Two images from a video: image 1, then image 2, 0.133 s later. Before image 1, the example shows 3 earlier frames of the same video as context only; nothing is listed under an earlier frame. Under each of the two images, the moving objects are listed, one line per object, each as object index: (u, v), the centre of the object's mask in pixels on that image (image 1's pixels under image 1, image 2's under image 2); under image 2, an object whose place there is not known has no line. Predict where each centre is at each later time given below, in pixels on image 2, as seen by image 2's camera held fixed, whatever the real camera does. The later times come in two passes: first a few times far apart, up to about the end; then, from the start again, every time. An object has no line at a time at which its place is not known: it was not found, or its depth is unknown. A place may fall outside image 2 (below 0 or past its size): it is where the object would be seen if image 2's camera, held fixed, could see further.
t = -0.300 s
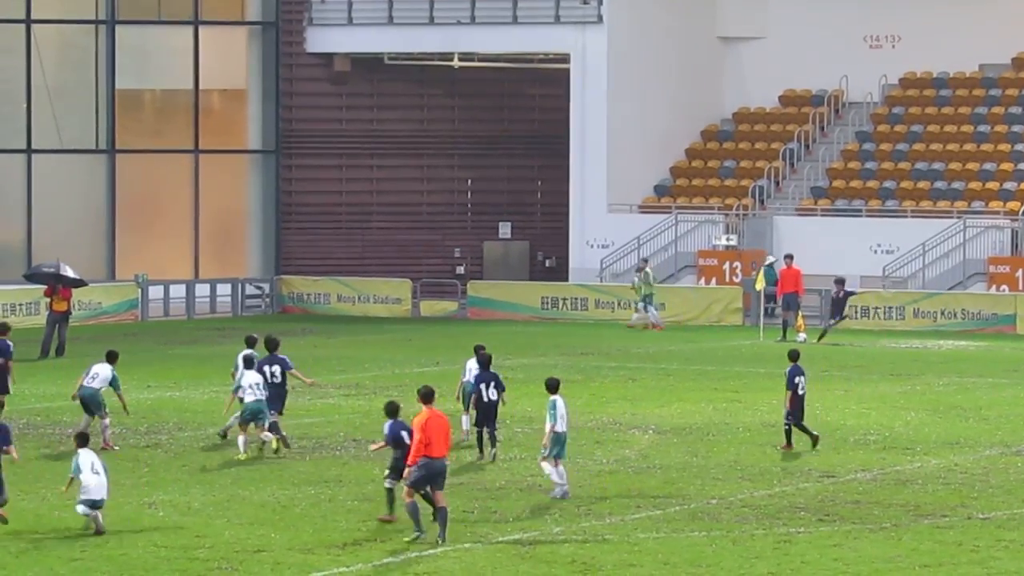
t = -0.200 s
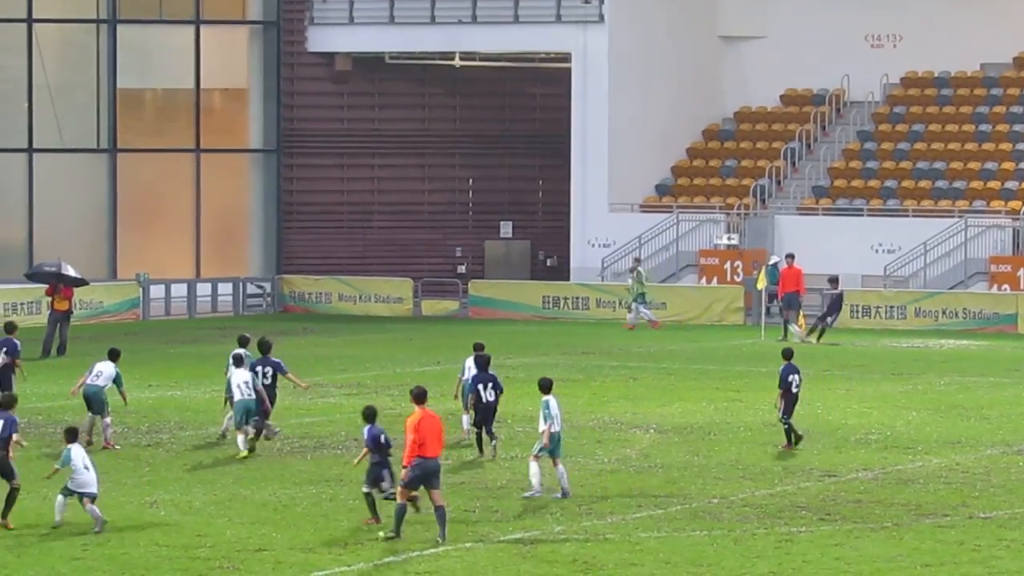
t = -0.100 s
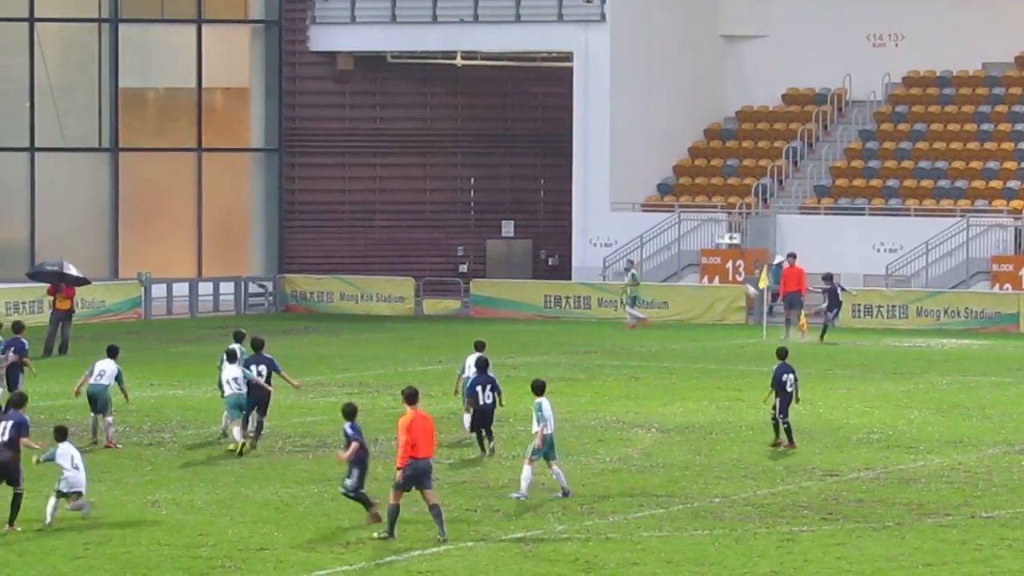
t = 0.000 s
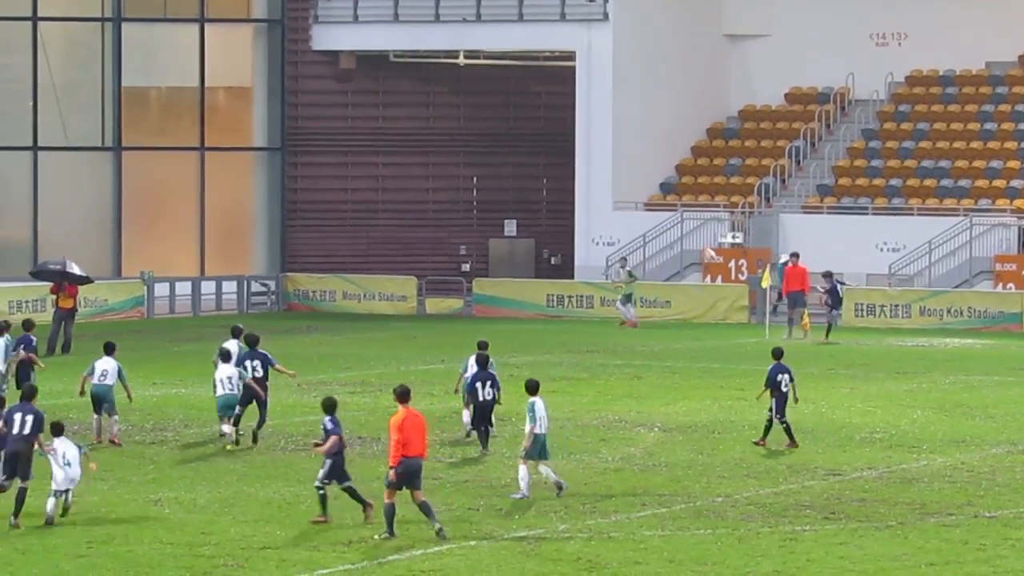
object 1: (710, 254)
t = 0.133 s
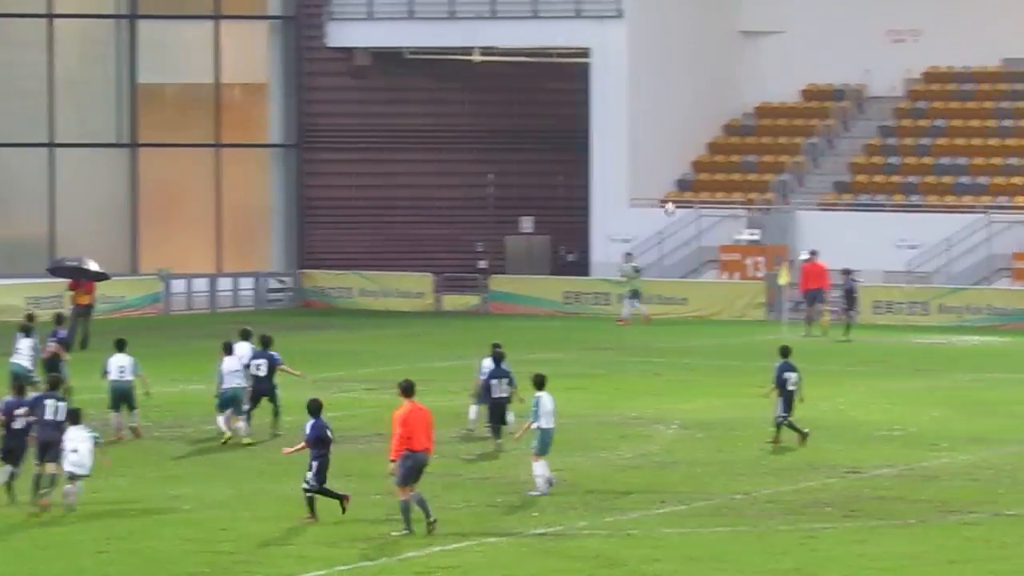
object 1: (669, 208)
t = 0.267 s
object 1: (616, 172)
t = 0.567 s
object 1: (506, 113)
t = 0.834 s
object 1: (412, 94)
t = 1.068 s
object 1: (335, 104)
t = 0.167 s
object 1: (656, 199)
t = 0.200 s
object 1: (642, 189)
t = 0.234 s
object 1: (629, 180)
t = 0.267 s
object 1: (616, 172)
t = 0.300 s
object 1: (604, 163)
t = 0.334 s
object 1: (591, 156)
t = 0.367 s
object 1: (578, 148)
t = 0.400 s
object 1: (566, 142)
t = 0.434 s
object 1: (554, 134)
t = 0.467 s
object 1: (542, 129)
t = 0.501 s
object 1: (530, 124)
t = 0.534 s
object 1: (518, 118)
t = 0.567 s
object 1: (506, 113)
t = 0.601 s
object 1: (494, 109)
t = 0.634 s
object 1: (482, 106)
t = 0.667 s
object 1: (470, 103)
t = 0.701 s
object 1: (459, 100)
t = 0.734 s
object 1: (447, 98)
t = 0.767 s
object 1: (436, 96)
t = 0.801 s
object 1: (424, 95)
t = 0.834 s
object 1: (412, 94)
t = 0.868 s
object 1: (401, 94)
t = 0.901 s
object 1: (391, 94)
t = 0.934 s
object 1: (379, 95)
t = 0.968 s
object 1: (368, 96)
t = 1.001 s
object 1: (357, 98)
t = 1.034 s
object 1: (346, 101)
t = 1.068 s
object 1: (335, 104)
